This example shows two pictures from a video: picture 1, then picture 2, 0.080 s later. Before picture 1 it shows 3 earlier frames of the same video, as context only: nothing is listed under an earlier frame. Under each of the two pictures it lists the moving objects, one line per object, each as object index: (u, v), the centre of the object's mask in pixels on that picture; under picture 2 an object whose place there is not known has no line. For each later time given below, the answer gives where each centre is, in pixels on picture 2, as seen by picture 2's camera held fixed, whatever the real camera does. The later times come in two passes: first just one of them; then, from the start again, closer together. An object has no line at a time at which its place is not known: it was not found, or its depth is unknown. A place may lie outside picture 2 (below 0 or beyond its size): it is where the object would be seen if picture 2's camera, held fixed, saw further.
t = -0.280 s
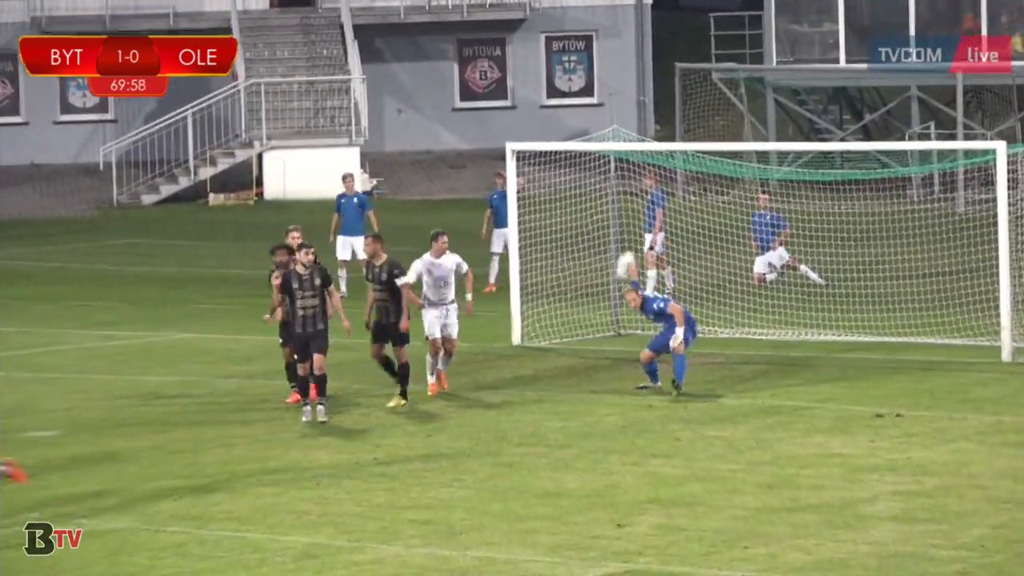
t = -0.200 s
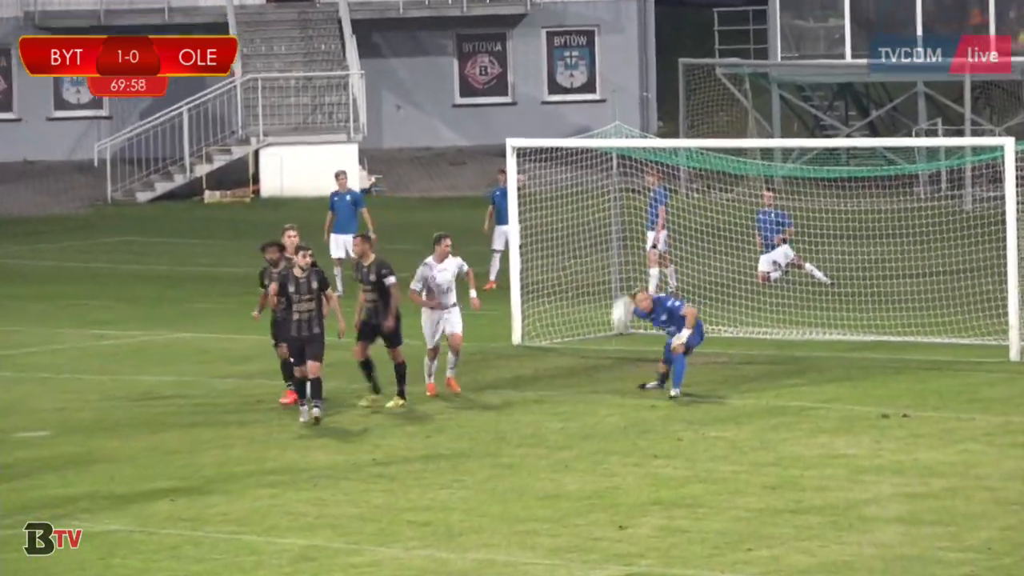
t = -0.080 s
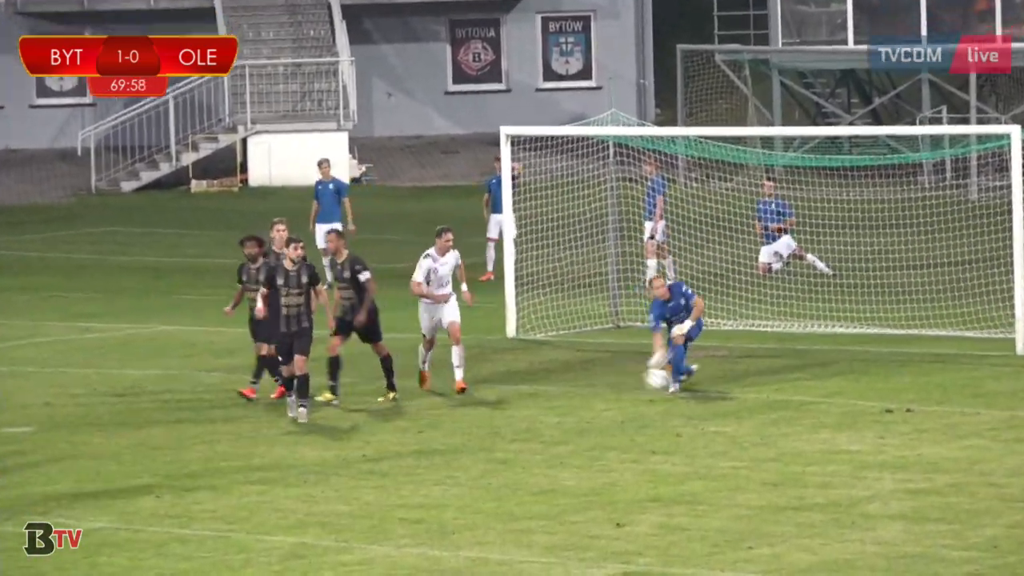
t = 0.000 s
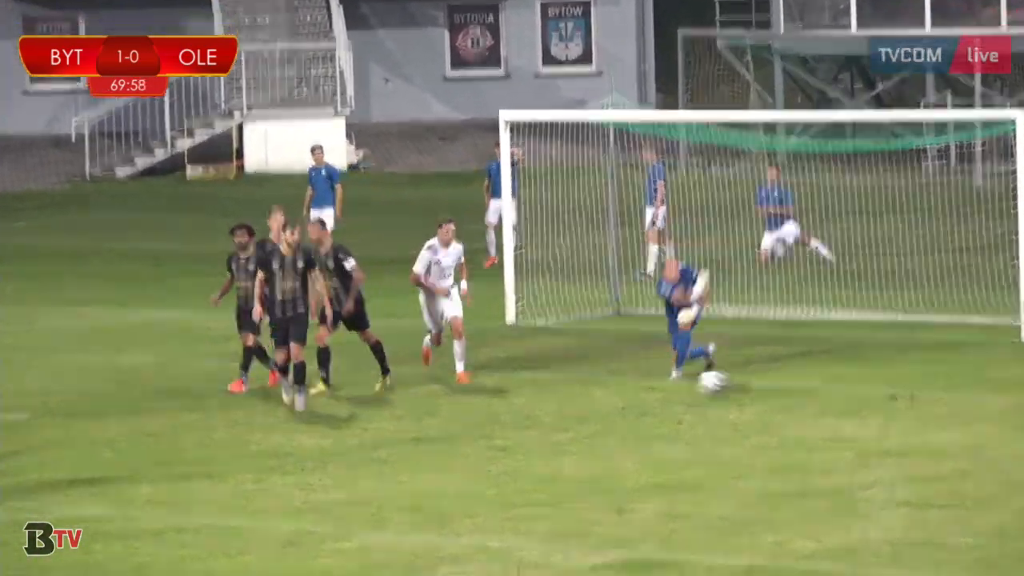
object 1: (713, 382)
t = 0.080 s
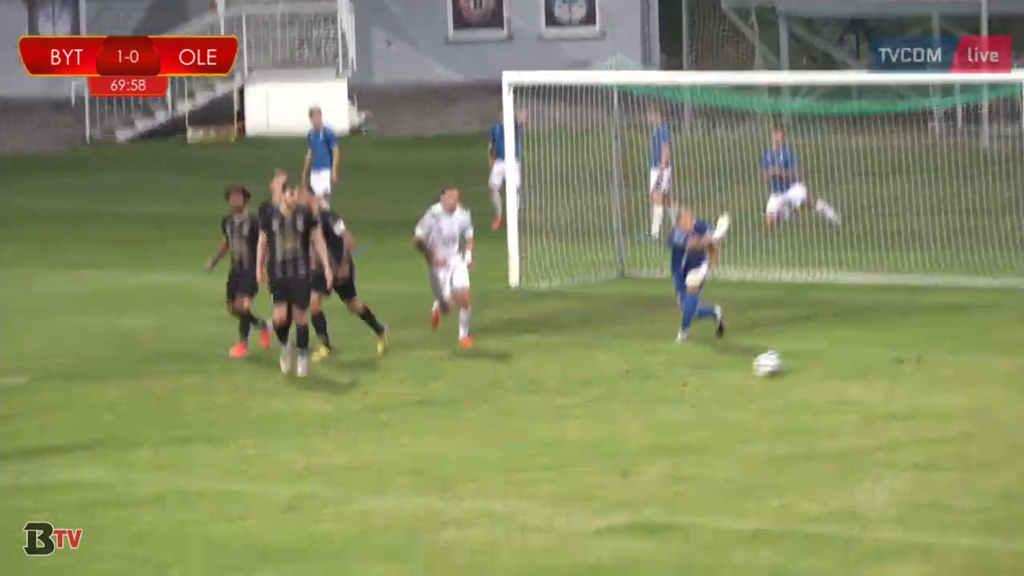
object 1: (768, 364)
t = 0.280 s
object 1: (885, 398)
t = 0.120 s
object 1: (792, 369)
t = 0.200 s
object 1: (840, 385)
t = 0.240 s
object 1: (864, 394)
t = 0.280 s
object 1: (885, 398)
